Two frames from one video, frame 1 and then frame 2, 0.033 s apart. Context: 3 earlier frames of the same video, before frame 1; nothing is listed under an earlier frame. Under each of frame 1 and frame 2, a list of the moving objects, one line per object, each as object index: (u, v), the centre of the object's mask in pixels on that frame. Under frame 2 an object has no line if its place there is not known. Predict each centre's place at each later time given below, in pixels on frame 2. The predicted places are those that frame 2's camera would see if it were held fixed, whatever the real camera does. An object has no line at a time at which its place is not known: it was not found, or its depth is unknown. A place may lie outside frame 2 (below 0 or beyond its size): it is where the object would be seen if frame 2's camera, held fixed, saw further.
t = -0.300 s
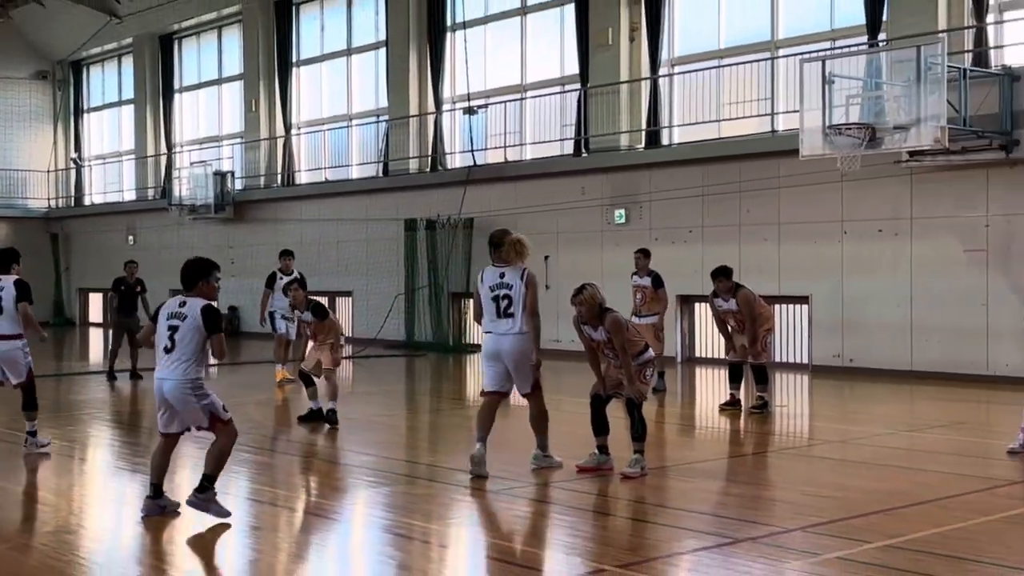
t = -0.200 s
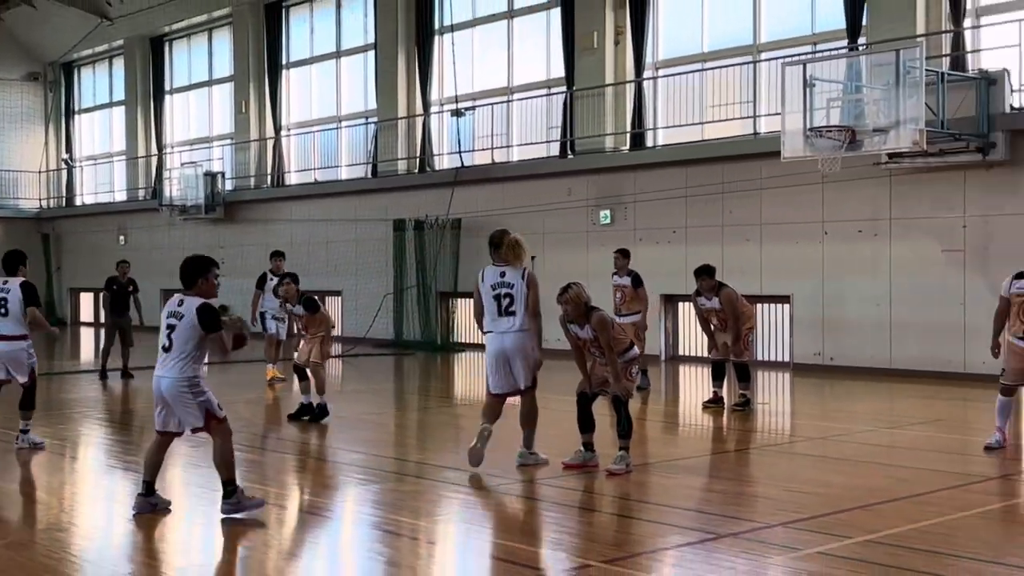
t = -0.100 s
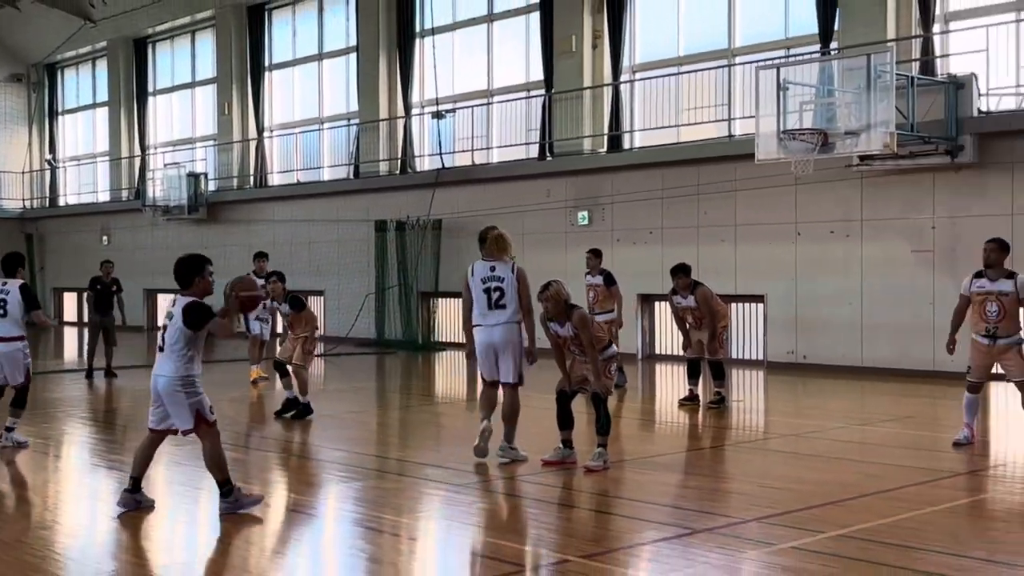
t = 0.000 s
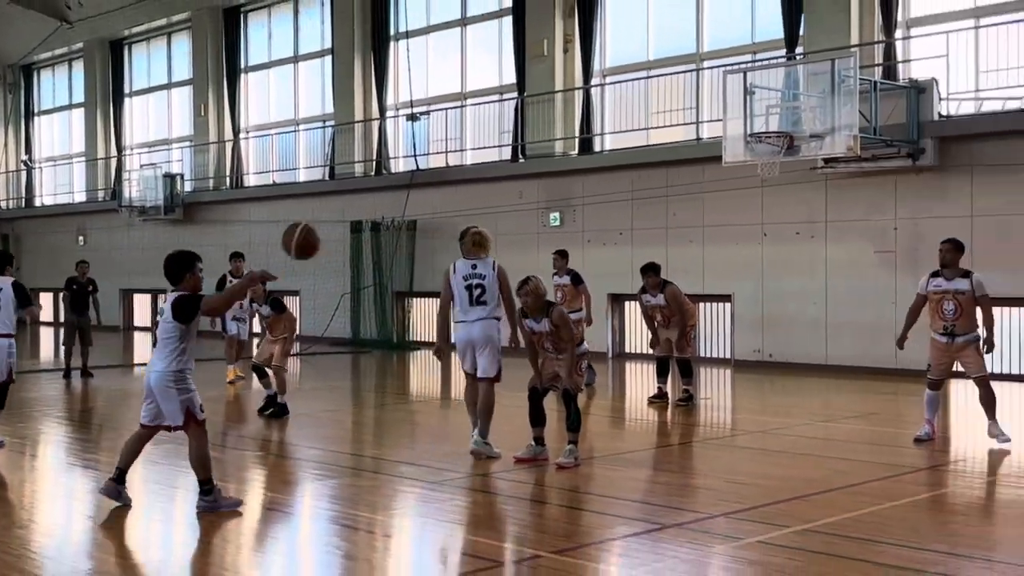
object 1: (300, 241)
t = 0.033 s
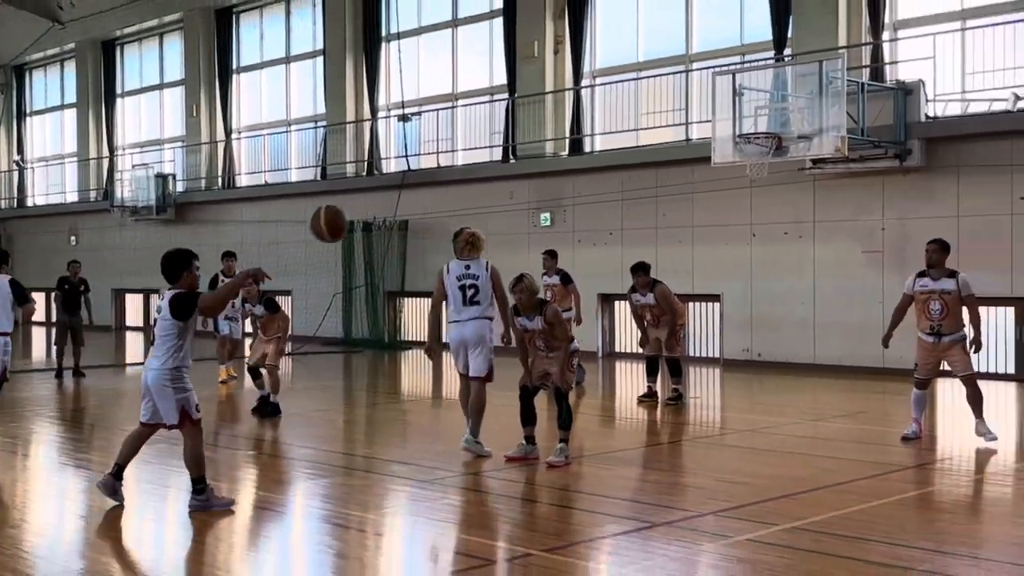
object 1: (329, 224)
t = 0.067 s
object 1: (366, 209)
